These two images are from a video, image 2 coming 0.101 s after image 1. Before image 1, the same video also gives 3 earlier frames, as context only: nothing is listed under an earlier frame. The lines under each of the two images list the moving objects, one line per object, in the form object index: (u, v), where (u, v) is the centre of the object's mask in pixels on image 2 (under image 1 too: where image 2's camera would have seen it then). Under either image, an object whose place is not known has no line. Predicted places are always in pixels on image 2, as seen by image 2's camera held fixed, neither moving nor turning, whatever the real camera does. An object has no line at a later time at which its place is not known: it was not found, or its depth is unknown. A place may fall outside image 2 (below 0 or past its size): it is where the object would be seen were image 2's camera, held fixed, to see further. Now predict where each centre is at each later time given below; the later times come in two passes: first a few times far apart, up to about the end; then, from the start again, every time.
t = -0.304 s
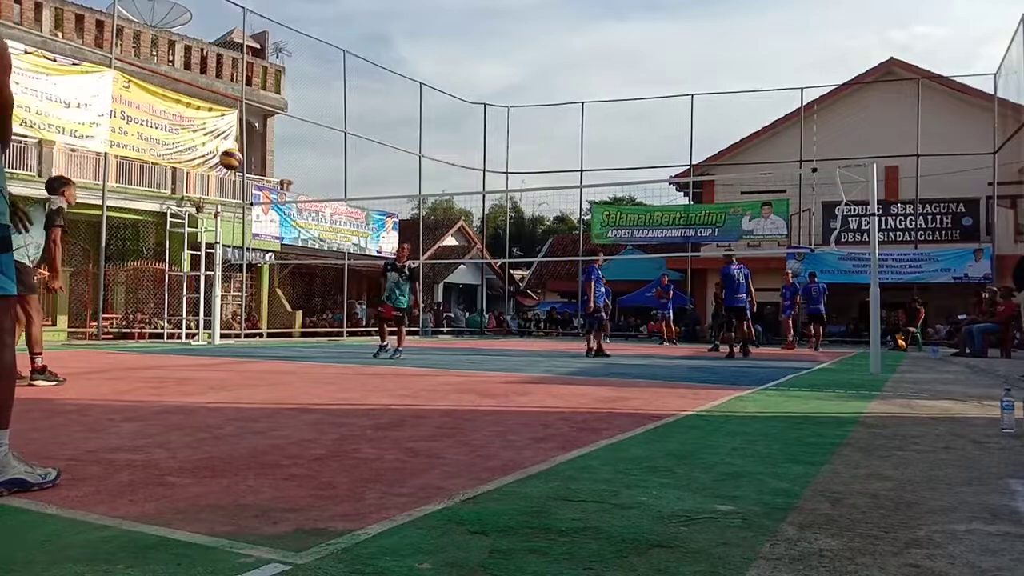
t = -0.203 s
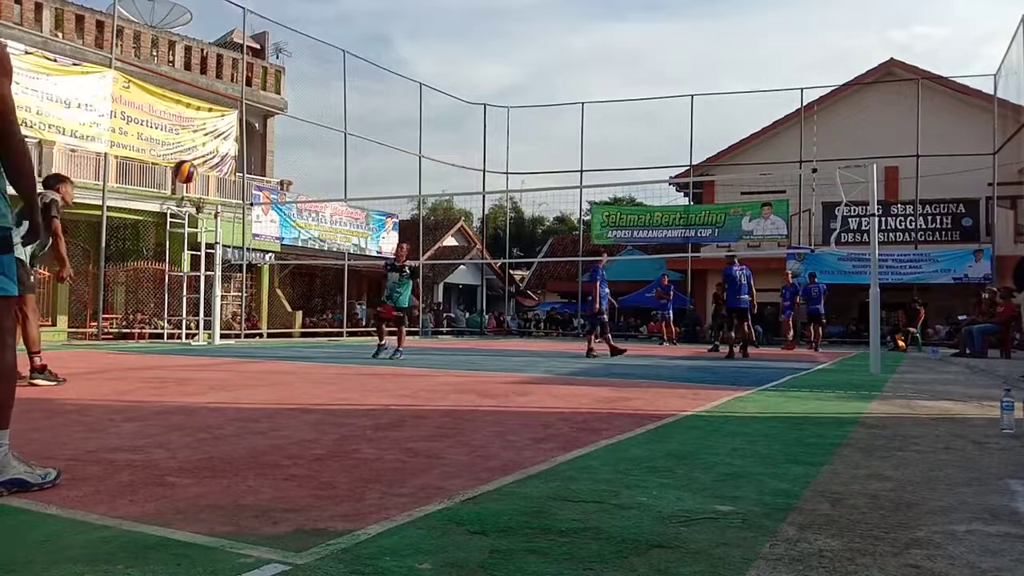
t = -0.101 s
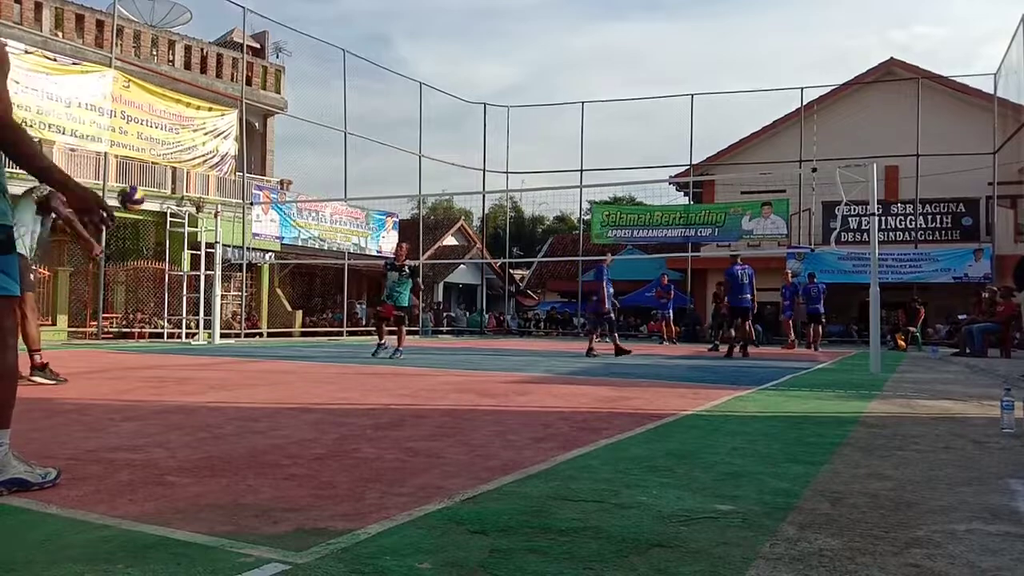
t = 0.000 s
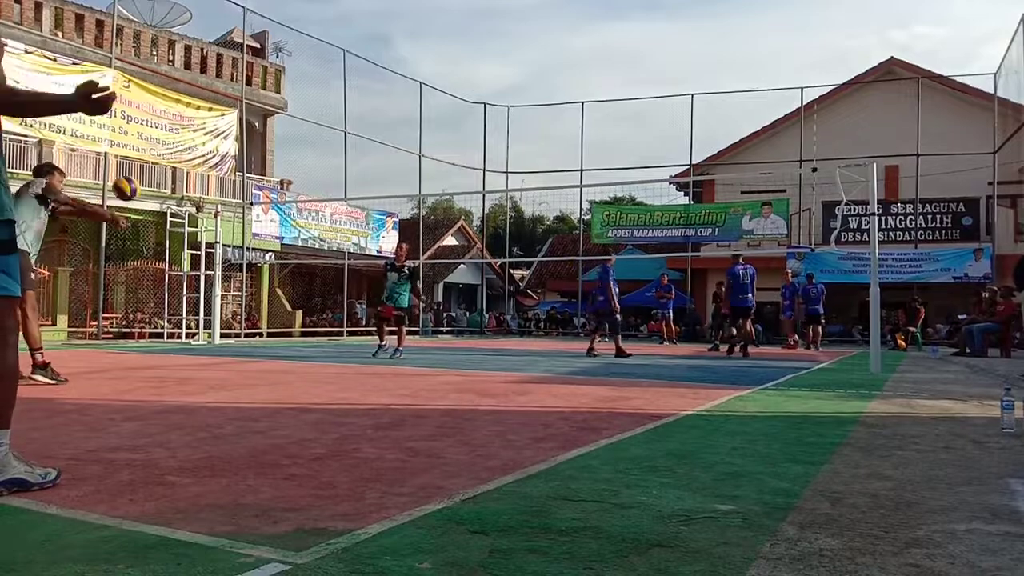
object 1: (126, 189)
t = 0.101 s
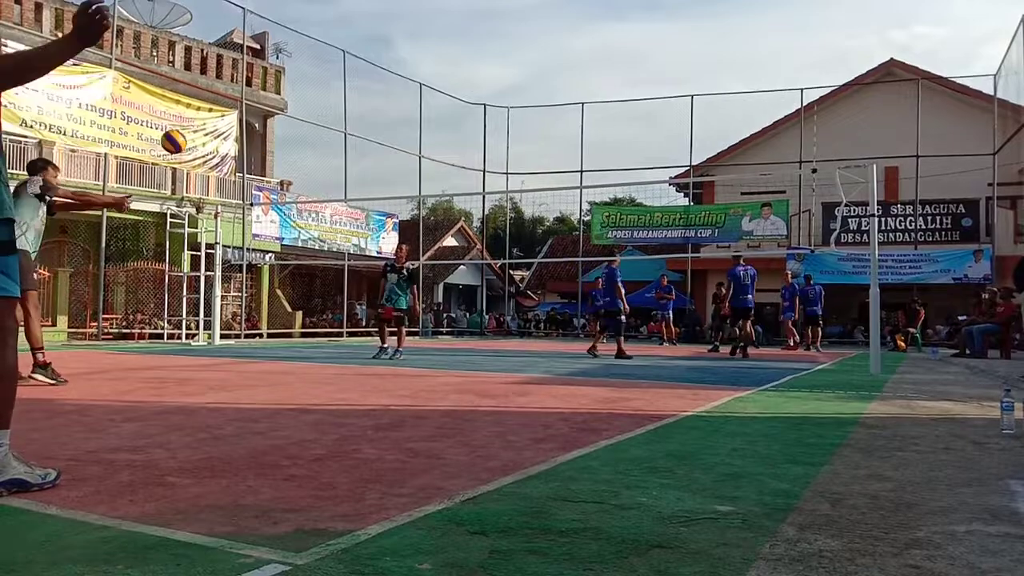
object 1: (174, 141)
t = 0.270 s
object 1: (240, 98)
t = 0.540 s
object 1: (320, 96)
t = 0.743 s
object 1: (366, 134)
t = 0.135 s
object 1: (188, 130)
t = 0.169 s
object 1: (202, 119)
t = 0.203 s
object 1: (215, 110)
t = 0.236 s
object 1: (228, 104)
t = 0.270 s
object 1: (240, 98)
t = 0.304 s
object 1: (252, 94)
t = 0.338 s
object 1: (263, 91)
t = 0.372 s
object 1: (273, 89)
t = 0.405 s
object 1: (284, 88)
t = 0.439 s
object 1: (293, 88)
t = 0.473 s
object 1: (302, 90)
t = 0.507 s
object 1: (311, 93)
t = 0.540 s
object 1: (320, 96)
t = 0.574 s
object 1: (328, 100)
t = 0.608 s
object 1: (336, 106)
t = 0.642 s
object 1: (344, 112)
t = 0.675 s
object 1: (352, 119)
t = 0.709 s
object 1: (359, 126)
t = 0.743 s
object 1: (366, 134)
